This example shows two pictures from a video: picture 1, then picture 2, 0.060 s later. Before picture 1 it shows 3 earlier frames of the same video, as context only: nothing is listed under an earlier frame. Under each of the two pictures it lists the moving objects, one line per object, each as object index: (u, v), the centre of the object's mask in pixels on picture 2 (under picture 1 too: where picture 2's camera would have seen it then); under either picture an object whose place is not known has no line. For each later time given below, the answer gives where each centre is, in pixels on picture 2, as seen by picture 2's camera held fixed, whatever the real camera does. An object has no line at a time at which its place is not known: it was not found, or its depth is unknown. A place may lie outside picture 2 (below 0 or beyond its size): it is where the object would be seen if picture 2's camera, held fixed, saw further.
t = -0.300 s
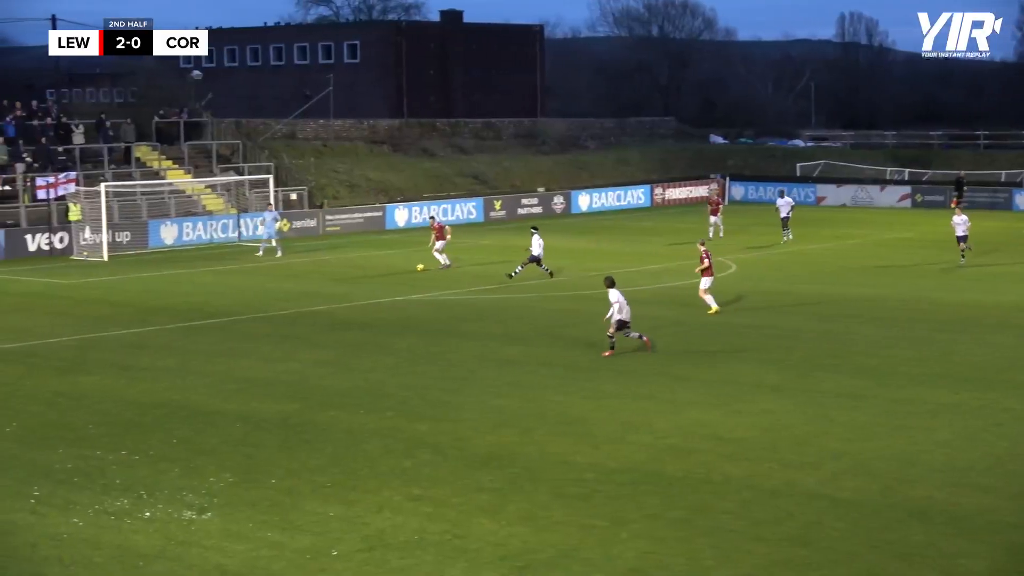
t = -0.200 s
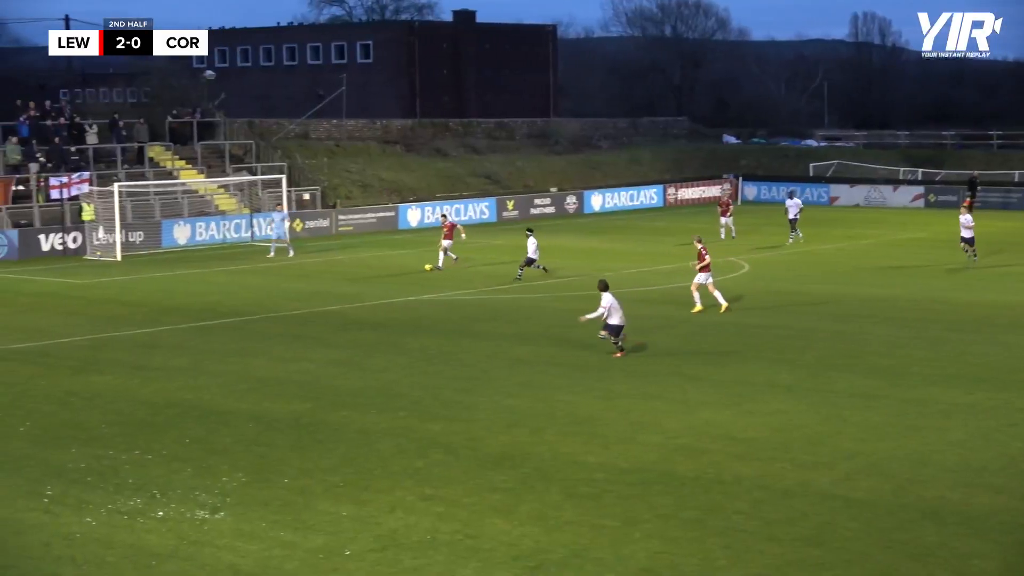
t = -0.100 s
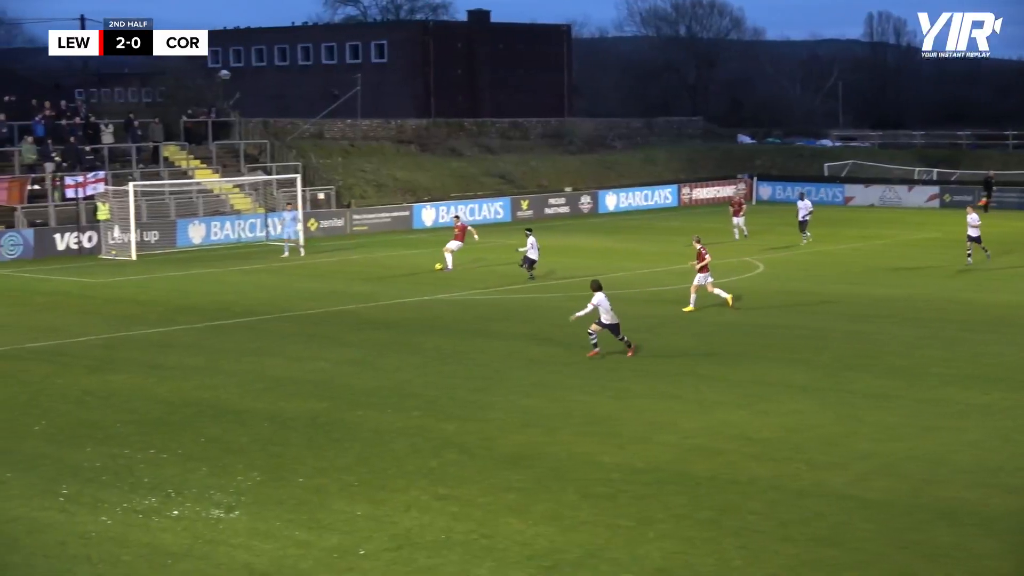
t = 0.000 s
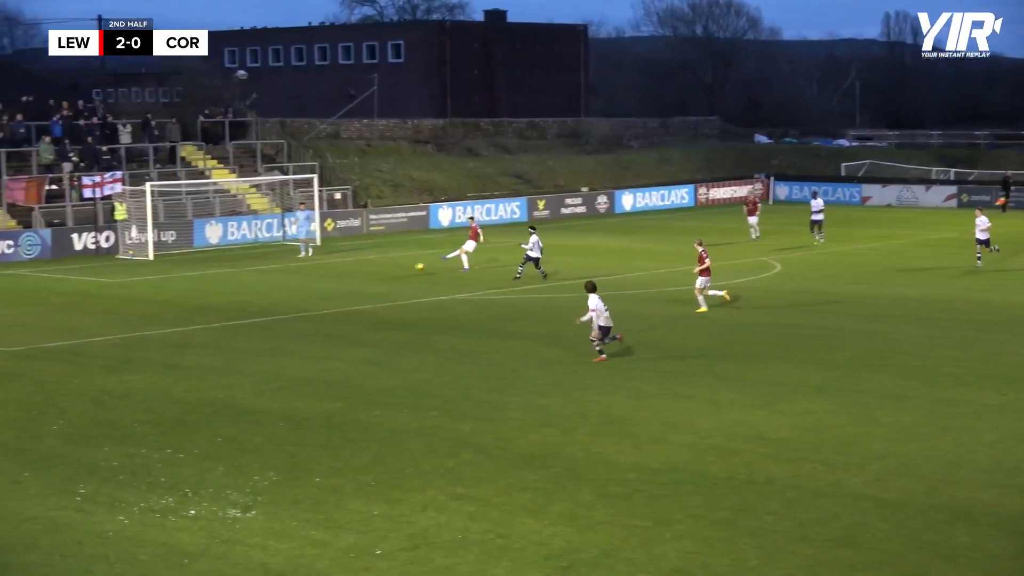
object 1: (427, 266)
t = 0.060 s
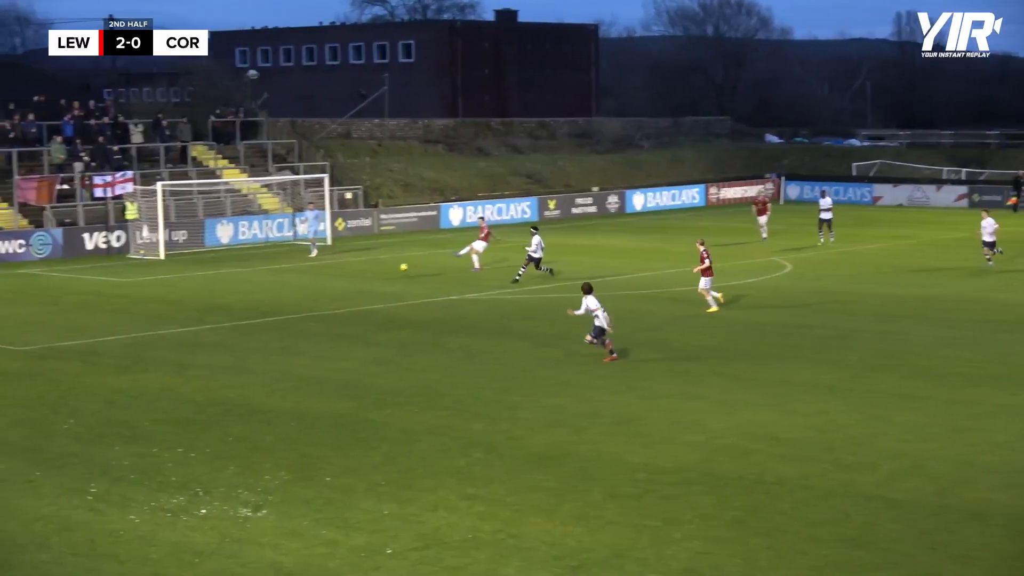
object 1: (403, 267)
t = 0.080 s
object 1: (396, 268)
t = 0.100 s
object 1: (389, 269)
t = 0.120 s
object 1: (381, 269)
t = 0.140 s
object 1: (374, 270)
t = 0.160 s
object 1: (365, 271)
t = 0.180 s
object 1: (357, 273)
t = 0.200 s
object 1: (350, 275)
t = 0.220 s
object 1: (343, 277)
